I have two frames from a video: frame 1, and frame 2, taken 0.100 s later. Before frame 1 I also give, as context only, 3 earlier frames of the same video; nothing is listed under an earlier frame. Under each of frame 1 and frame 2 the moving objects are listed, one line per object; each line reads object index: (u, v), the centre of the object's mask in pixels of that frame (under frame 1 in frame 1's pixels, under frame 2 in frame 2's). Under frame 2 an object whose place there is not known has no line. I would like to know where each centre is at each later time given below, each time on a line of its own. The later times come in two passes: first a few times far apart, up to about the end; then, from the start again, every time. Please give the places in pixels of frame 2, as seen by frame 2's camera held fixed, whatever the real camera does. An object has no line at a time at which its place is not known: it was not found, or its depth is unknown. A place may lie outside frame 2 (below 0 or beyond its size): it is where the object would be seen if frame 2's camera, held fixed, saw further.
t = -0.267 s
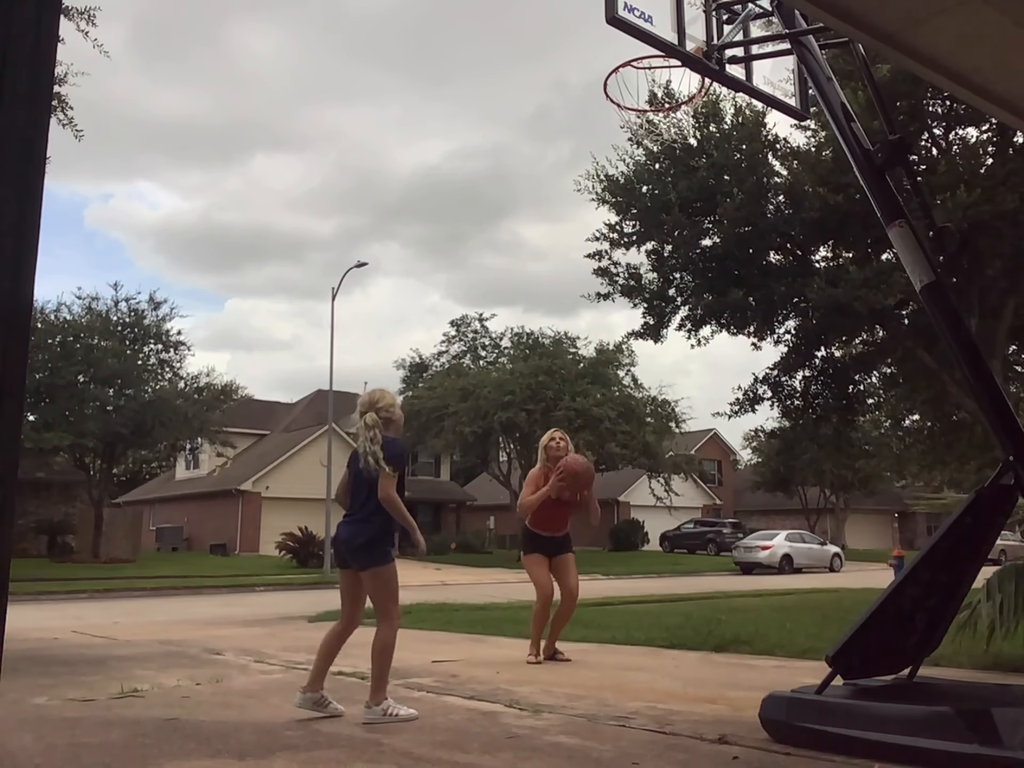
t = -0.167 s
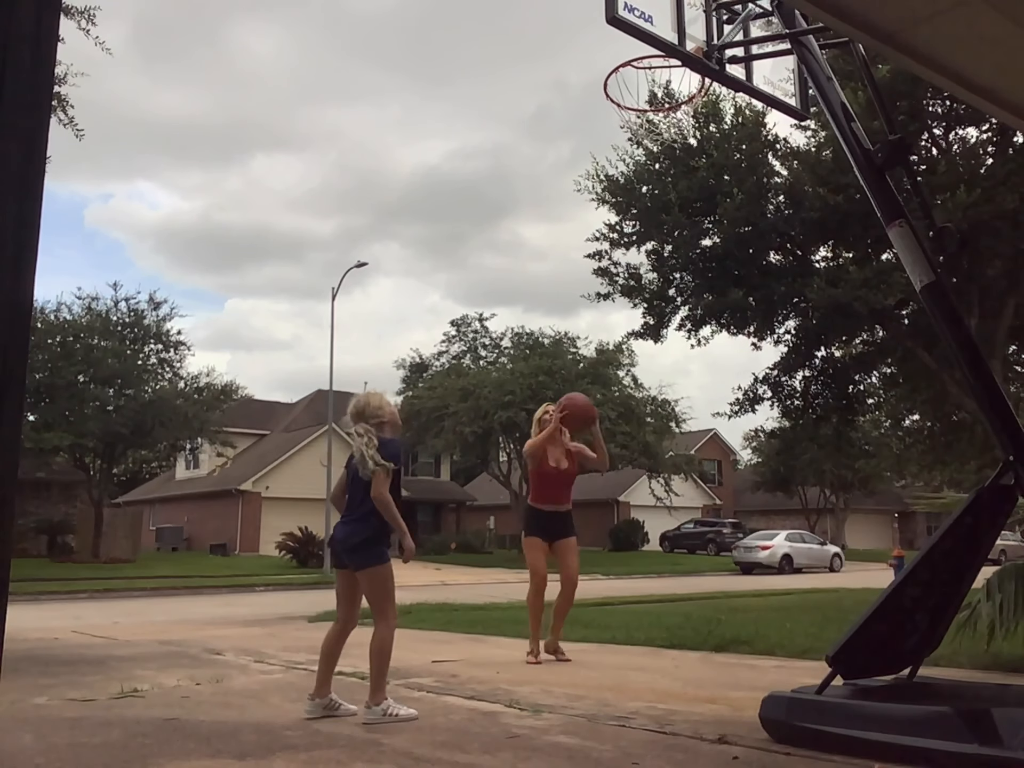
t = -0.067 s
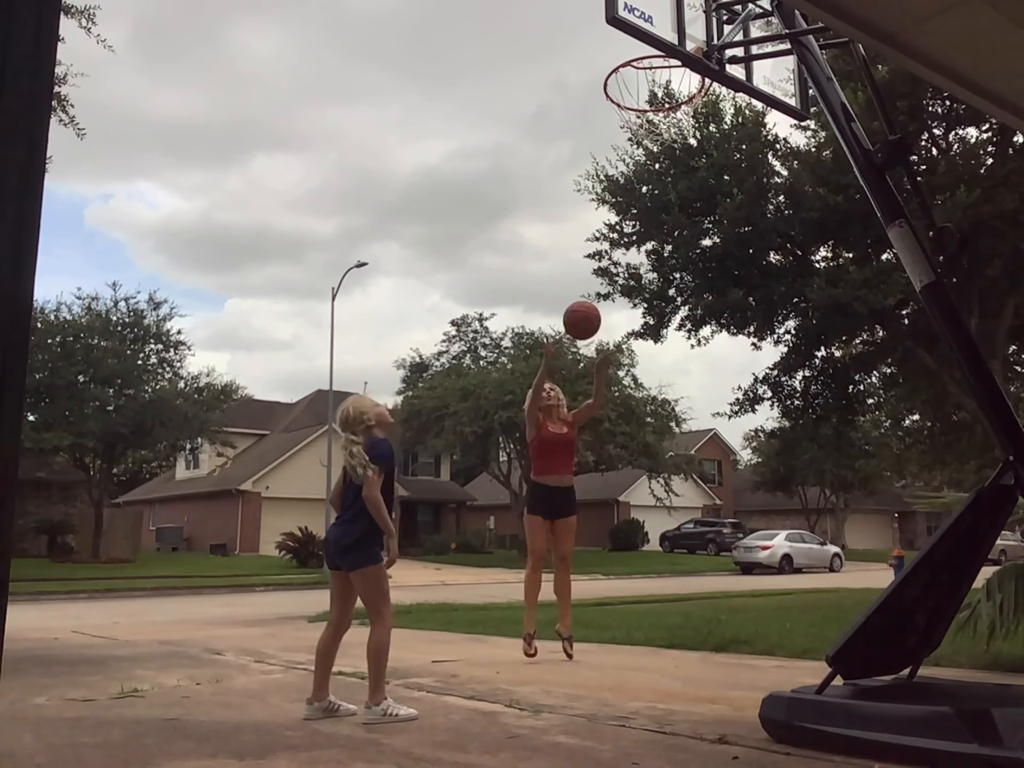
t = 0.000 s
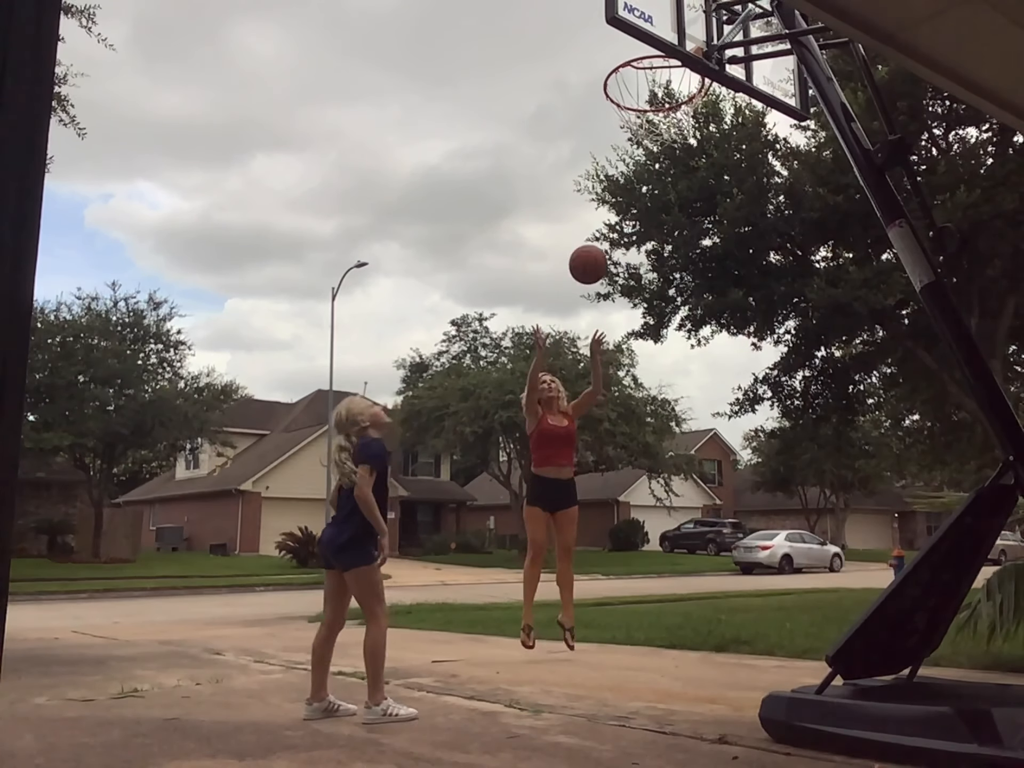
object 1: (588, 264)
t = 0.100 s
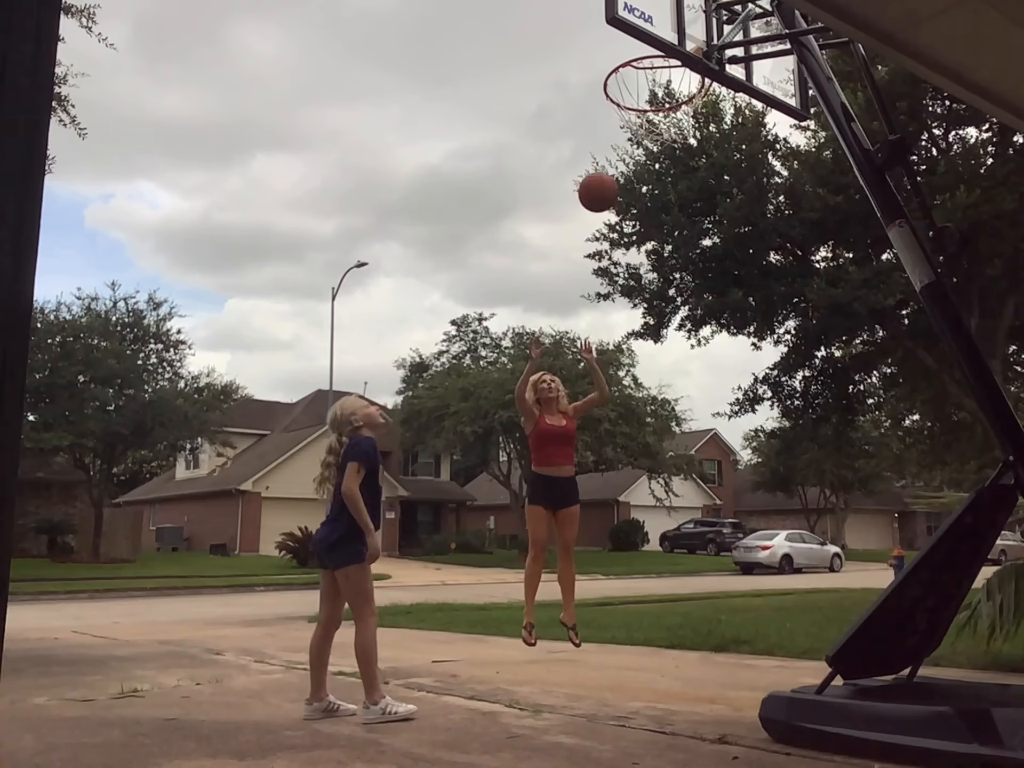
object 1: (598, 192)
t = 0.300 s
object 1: (619, 89)
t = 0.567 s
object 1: (646, 53)
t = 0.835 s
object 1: (665, 114)
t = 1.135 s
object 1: (616, 344)
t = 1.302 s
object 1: (586, 575)
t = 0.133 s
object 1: (601, 171)
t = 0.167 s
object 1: (605, 151)
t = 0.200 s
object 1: (608, 133)
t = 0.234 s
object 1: (611, 117)
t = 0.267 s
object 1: (614, 102)
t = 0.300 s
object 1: (619, 89)
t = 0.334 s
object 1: (622, 77)
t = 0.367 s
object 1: (626, 67)
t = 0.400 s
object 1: (630, 59)
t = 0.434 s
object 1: (632, 55)
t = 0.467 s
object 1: (635, 52)
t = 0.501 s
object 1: (638, 52)
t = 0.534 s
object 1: (641, 51)
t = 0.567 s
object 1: (646, 53)
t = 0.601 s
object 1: (649, 54)
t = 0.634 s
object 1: (654, 59)
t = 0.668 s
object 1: (660, 64)
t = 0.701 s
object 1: (665, 70)
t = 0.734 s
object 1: (672, 79)
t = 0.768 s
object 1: (674, 87)
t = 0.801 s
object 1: (670, 99)
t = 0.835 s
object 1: (665, 114)
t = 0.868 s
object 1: (660, 129)
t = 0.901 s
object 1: (655, 147)
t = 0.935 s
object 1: (650, 166)
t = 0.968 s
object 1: (644, 189)
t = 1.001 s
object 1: (638, 215)
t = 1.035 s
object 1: (633, 243)
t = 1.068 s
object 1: (627, 274)
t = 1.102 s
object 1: (622, 307)
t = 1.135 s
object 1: (616, 344)
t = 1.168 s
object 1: (610, 383)
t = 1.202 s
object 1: (604, 426)
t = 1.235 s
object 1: (598, 472)
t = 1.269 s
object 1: (591, 522)
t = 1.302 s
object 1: (586, 575)
